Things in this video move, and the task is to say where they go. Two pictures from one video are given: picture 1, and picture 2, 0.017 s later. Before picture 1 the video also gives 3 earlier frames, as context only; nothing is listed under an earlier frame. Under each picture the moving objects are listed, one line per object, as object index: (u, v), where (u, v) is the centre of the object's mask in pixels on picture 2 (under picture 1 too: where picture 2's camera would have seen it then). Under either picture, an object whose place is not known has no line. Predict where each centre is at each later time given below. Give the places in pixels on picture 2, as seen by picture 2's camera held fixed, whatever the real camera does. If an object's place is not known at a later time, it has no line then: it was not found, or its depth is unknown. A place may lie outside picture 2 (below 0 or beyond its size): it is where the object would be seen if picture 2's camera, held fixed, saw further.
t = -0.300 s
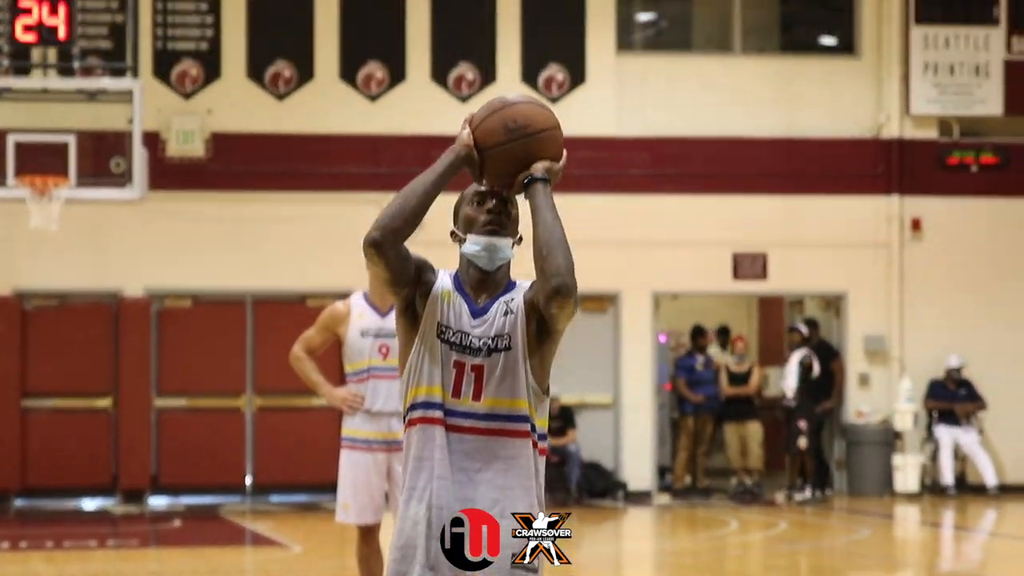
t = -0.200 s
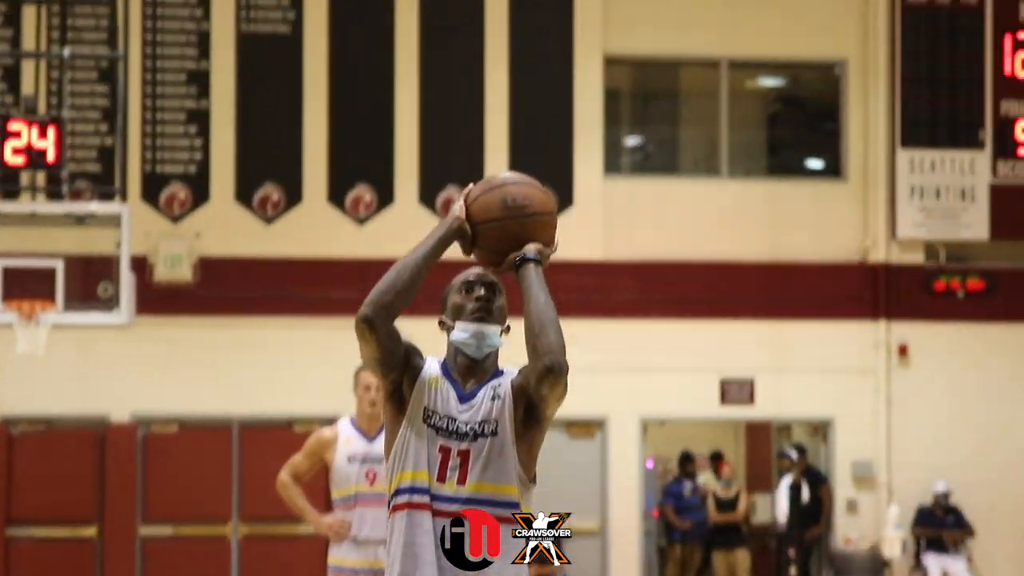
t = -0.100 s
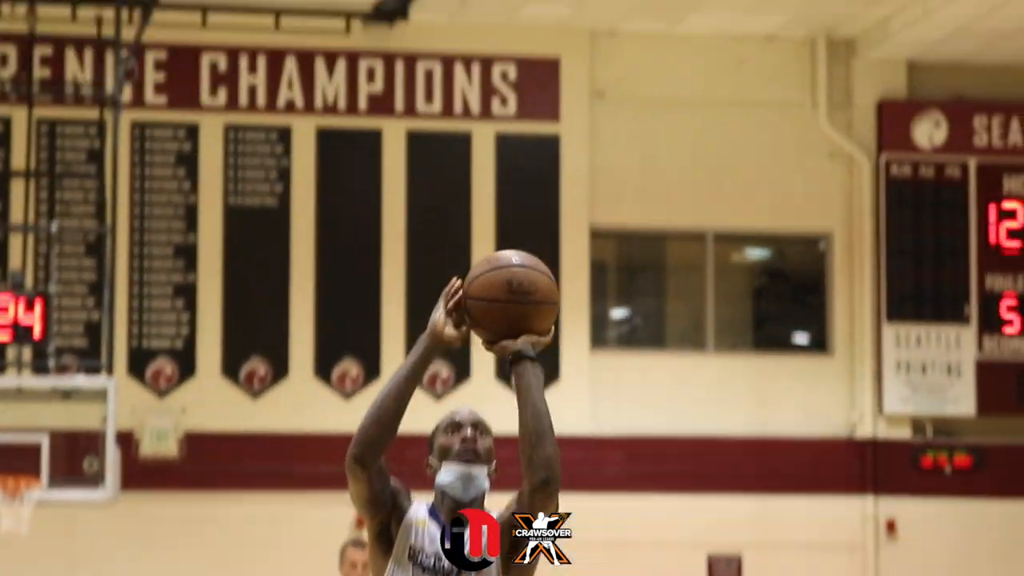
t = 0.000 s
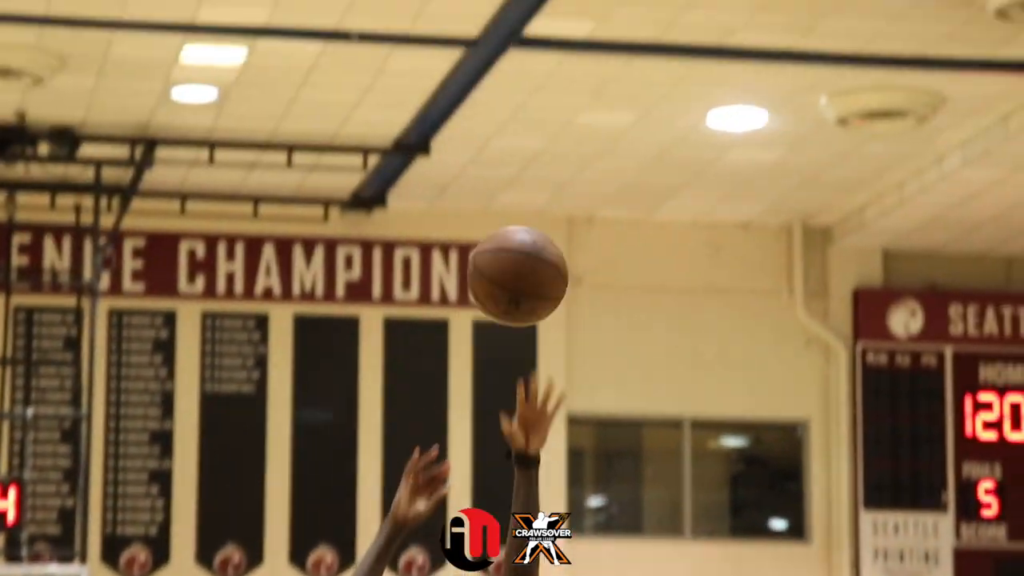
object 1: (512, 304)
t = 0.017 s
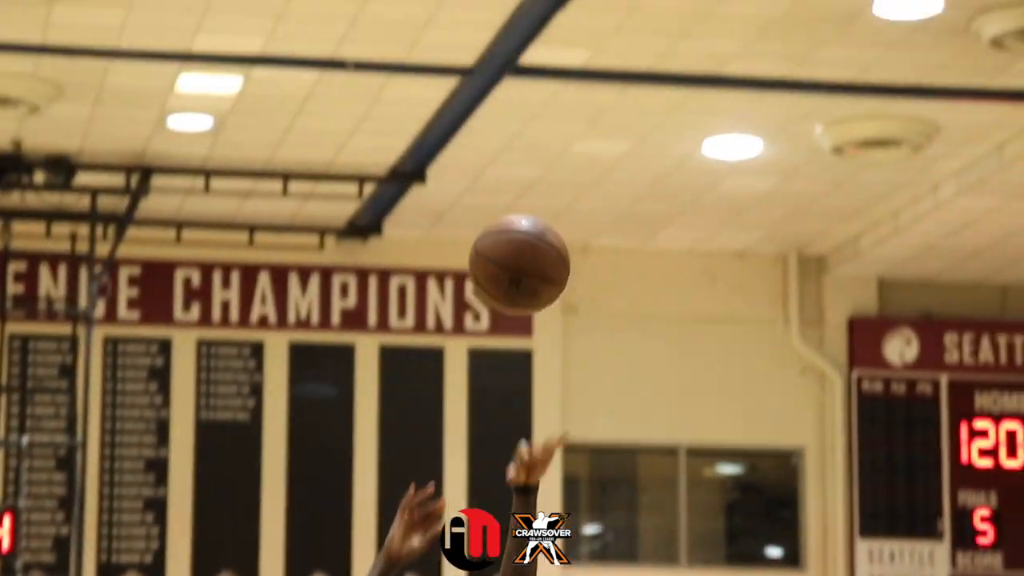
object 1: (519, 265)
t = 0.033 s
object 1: (526, 226)
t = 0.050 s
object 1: (532, 187)
